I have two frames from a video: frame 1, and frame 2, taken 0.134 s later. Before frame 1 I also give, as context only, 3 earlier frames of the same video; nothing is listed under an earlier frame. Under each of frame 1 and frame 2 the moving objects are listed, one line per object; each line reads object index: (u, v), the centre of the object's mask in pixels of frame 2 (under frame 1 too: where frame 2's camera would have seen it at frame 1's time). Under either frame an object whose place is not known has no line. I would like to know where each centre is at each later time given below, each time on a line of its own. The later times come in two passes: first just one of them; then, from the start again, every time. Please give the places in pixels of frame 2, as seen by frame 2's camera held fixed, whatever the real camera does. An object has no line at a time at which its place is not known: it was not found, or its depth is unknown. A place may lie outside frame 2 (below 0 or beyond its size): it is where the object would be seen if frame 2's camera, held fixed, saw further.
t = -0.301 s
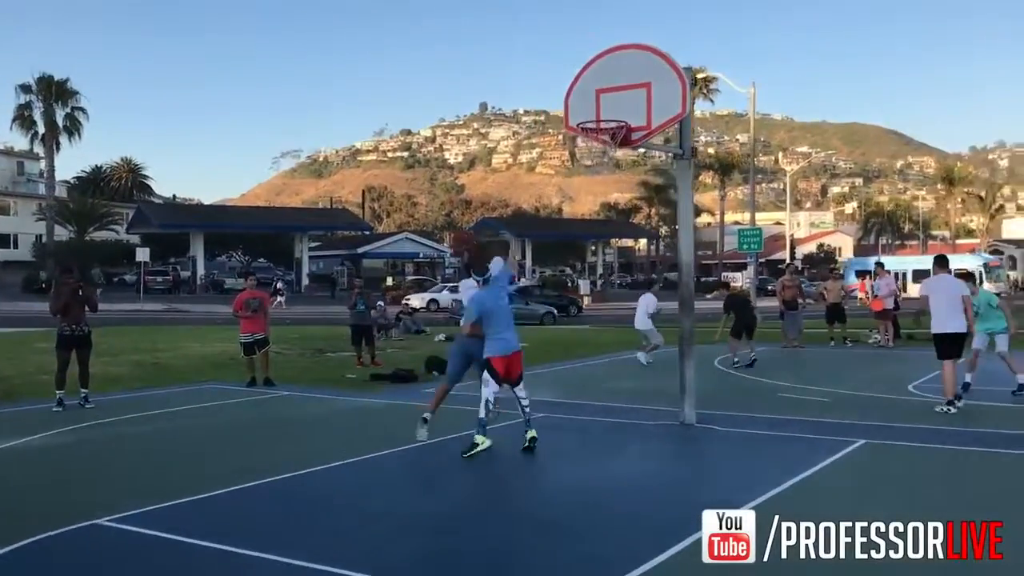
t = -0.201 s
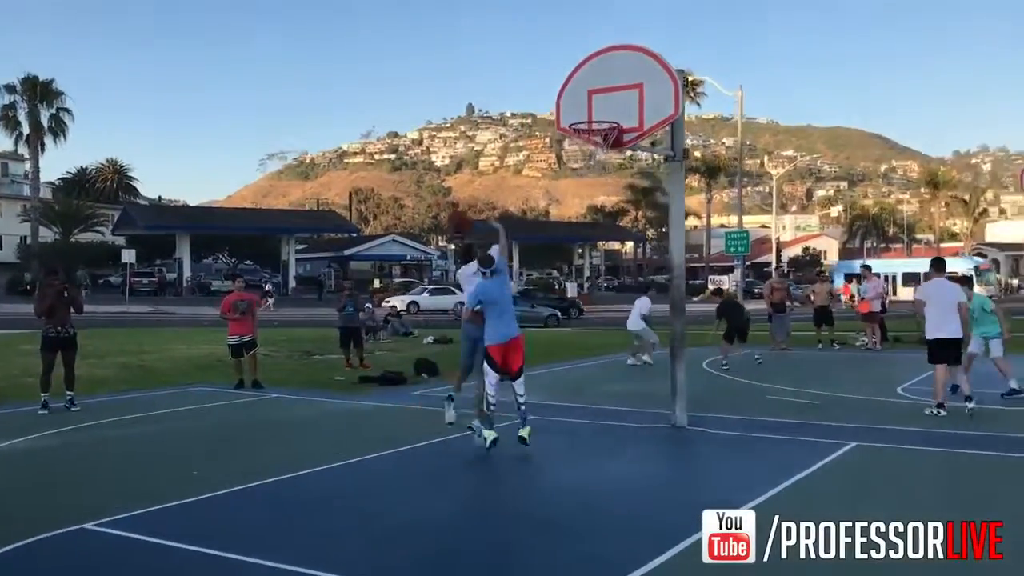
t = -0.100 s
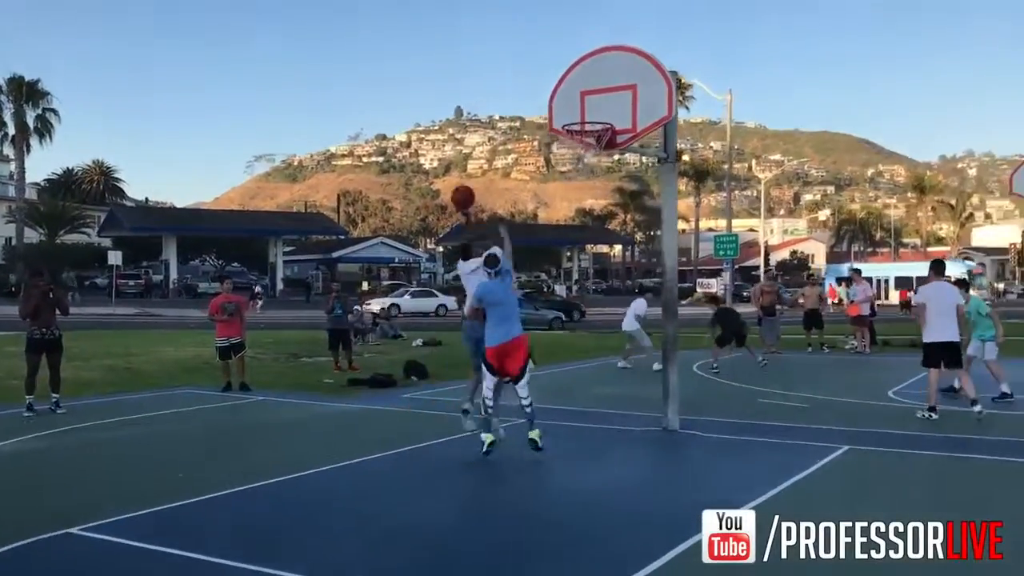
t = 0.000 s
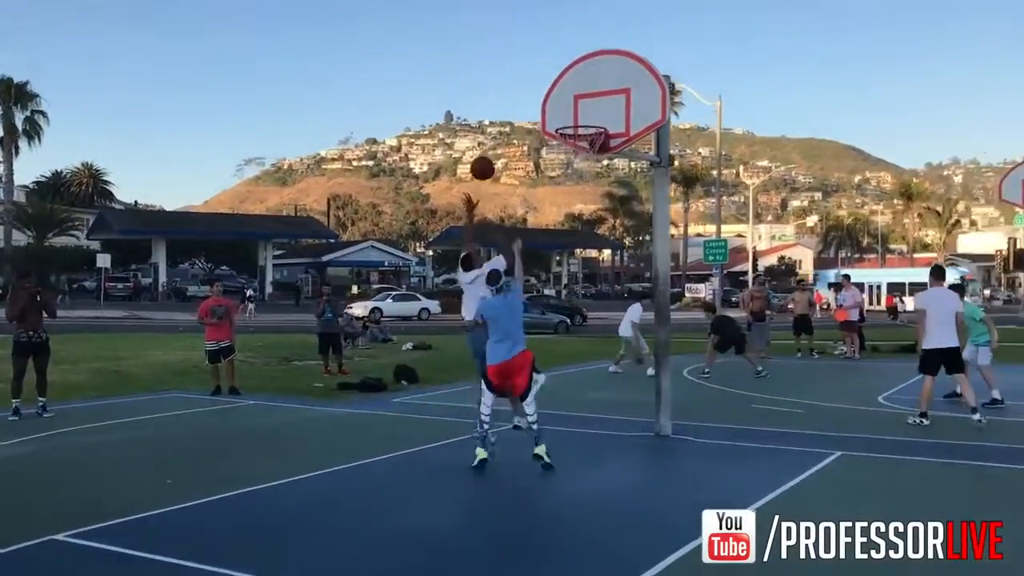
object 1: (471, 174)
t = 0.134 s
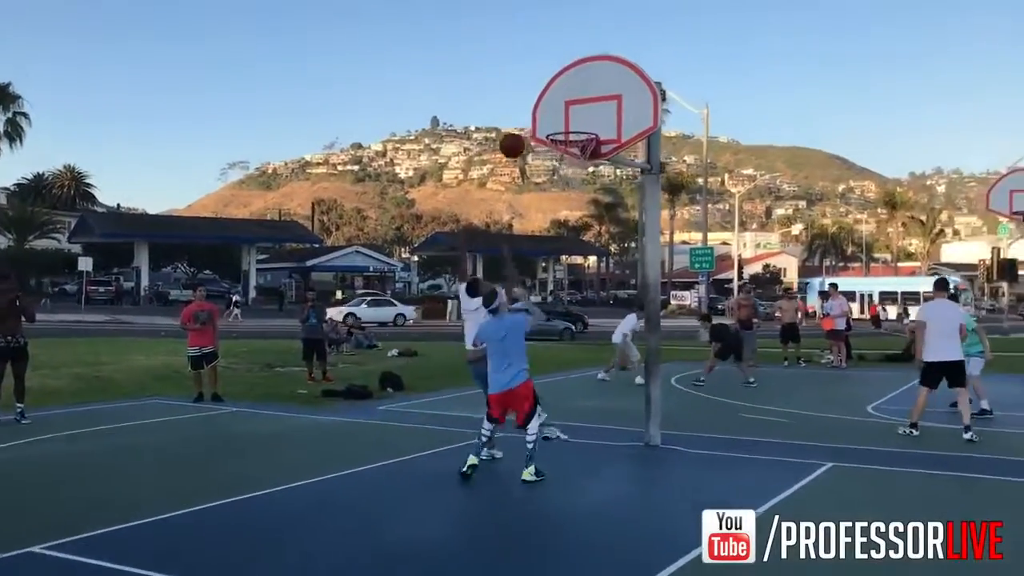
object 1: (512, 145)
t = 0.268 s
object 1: (535, 135)
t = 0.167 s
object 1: (522, 141)
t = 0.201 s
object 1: (532, 138)
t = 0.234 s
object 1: (539, 136)
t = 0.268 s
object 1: (535, 135)
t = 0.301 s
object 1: (531, 133)
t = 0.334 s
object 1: (527, 133)
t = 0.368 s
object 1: (523, 135)
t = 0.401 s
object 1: (519, 137)
